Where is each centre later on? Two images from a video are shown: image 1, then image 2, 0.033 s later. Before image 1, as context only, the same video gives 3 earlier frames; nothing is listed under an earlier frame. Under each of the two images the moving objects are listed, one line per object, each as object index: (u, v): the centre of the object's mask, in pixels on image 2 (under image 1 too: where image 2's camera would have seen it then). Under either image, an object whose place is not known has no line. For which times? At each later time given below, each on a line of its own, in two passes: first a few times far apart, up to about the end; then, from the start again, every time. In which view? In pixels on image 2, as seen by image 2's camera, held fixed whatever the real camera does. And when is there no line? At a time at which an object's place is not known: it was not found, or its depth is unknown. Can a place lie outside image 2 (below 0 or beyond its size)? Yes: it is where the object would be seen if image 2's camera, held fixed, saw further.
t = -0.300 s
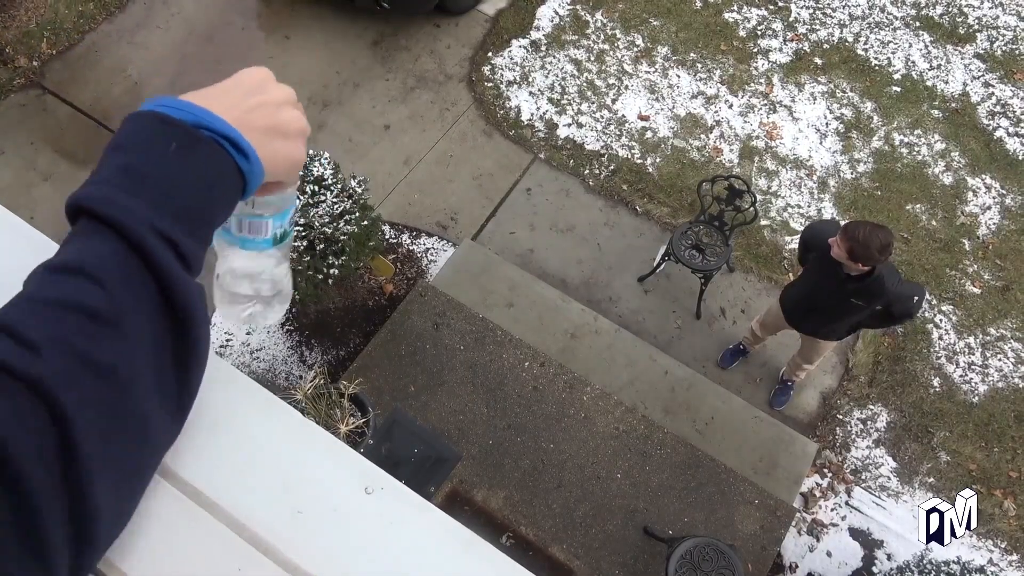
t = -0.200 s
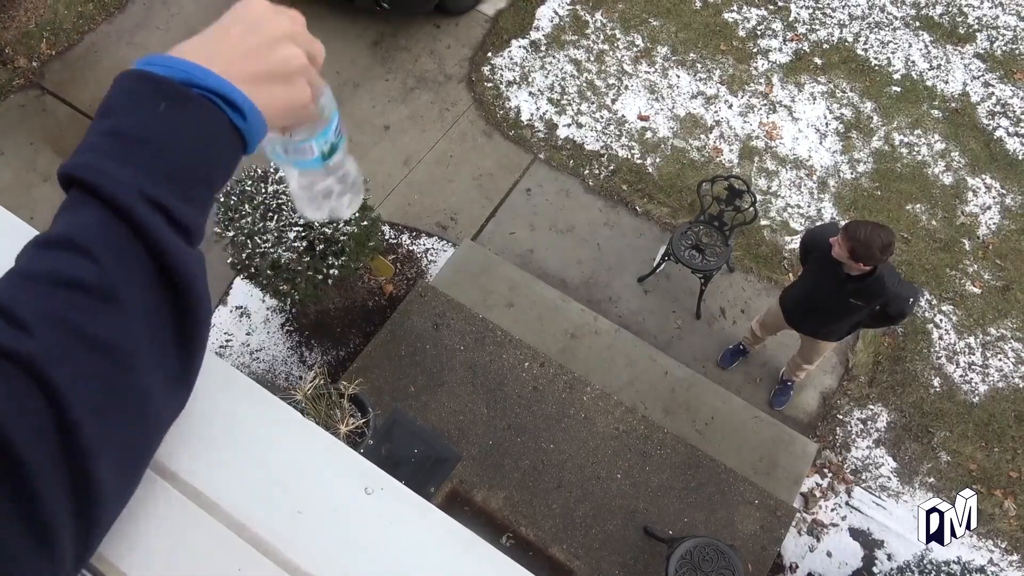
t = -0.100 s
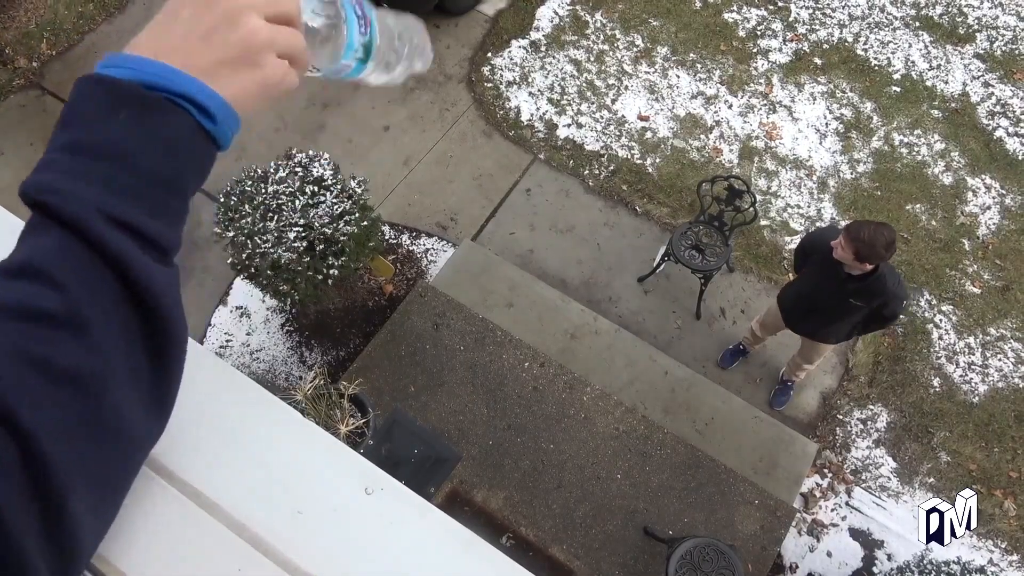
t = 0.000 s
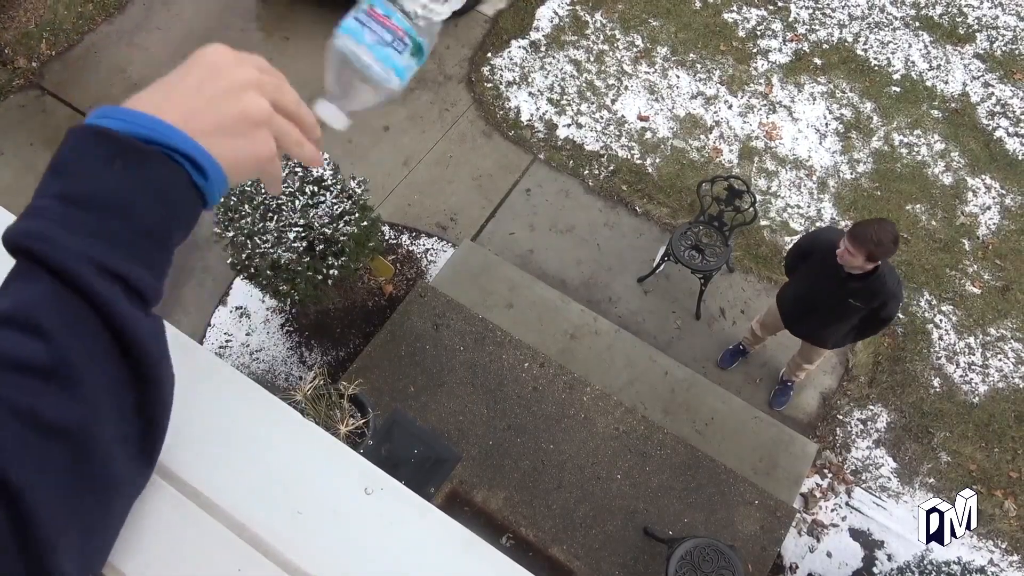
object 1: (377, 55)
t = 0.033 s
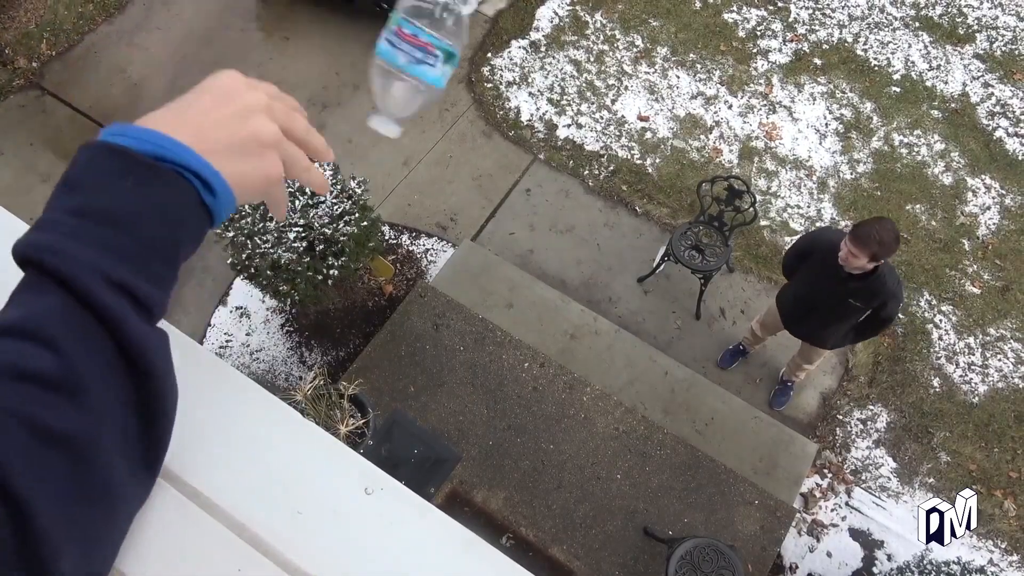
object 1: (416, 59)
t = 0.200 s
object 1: (545, 69)
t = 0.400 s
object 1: (586, 236)
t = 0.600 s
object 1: (585, 363)
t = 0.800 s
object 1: (577, 433)
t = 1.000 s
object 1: (572, 455)
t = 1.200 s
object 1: (562, 463)
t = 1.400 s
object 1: (554, 466)
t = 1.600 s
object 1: (547, 472)
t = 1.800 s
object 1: (542, 475)
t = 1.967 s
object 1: (543, 475)
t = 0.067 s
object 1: (455, 58)
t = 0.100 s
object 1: (489, 56)
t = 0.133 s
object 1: (516, 51)
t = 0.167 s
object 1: (532, 51)
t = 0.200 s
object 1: (545, 69)
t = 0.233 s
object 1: (556, 99)
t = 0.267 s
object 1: (565, 129)
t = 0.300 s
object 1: (573, 158)
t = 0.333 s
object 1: (580, 185)
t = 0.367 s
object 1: (585, 211)
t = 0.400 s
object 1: (586, 236)
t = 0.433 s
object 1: (588, 261)
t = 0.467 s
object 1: (588, 284)
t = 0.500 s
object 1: (588, 306)
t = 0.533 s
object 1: (587, 327)
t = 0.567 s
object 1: (586, 346)
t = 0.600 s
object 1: (585, 363)
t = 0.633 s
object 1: (583, 379)
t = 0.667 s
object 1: (582, 394)
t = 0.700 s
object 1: (580, 408)
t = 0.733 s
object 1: (579, 421)
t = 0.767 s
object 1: (578, 427)
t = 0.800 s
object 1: (577, 433)
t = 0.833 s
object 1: (577, 438)
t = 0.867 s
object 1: (576, 443)
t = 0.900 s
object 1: (575, 448)
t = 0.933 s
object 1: (574, 453)
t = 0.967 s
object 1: (573, 454)
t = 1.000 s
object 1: (572, 455)
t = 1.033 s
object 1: (571, 456)
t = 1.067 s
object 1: (569, 457)
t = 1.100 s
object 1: (567, 458)
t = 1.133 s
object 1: (566, 459)
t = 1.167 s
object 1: (564, 461)
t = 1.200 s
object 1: (562, 463)
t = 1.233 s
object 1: (560, 464)
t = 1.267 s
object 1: (559, 465)
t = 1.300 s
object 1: (557, 465)
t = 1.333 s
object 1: (556, 465)
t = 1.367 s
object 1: (555, 466)
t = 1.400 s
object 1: (554, 466)
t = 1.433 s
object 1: (553, 467)
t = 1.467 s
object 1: (552, 467)
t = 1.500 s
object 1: (551, 468)
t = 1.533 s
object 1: (550, 469)
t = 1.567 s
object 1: (548, 471)
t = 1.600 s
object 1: (547, 472)
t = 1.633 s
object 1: (546, 473)
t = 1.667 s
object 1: (545, 474)
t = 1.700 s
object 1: (544, 474)
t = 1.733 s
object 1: (543, 475)
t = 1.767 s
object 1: (543, 475)
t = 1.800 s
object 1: (542, 475)
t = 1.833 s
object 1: (542, 475)
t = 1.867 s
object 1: (542, 475)
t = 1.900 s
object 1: (542, 475)
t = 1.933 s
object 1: (542, 475)
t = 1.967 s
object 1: (543, 475)
